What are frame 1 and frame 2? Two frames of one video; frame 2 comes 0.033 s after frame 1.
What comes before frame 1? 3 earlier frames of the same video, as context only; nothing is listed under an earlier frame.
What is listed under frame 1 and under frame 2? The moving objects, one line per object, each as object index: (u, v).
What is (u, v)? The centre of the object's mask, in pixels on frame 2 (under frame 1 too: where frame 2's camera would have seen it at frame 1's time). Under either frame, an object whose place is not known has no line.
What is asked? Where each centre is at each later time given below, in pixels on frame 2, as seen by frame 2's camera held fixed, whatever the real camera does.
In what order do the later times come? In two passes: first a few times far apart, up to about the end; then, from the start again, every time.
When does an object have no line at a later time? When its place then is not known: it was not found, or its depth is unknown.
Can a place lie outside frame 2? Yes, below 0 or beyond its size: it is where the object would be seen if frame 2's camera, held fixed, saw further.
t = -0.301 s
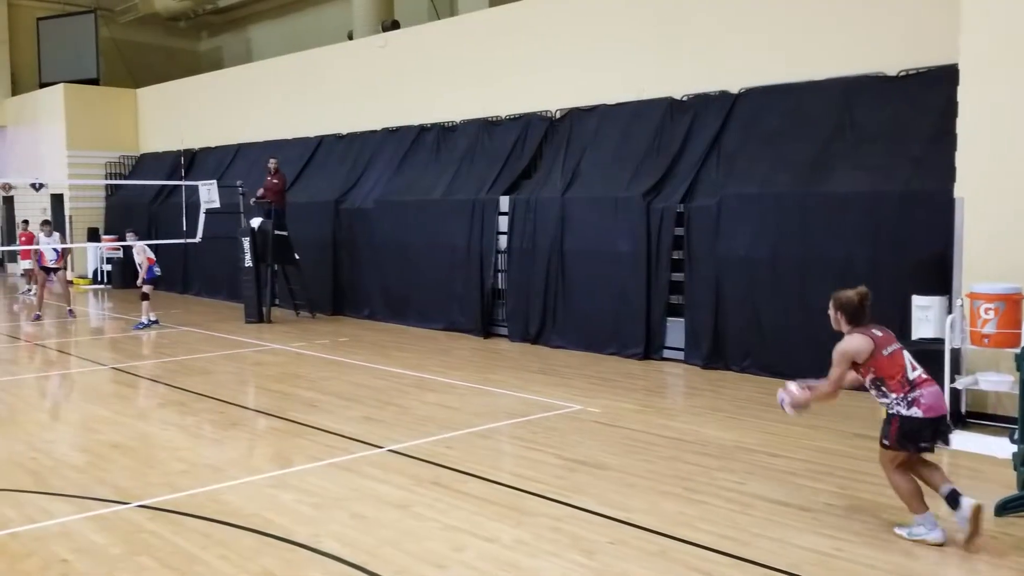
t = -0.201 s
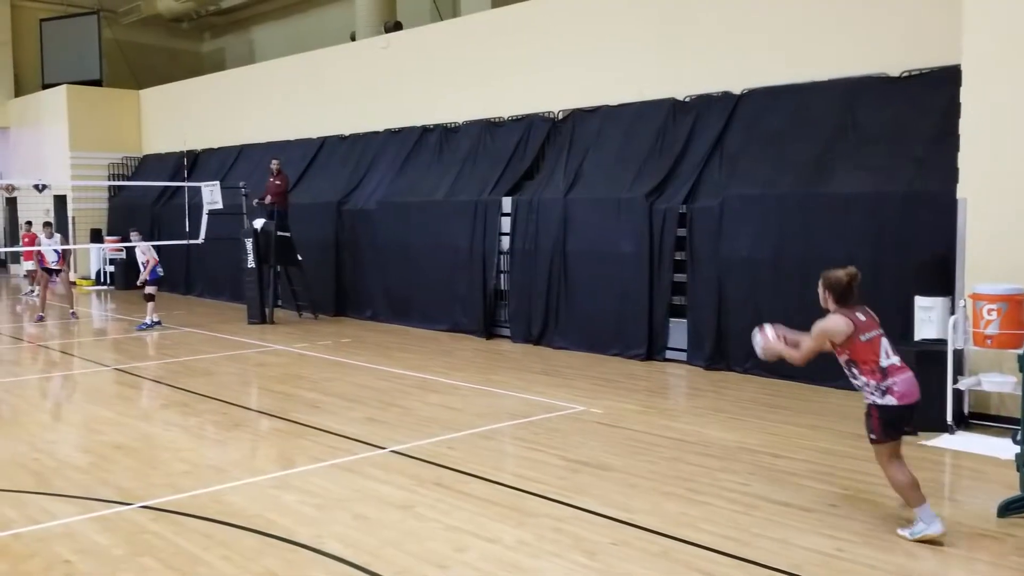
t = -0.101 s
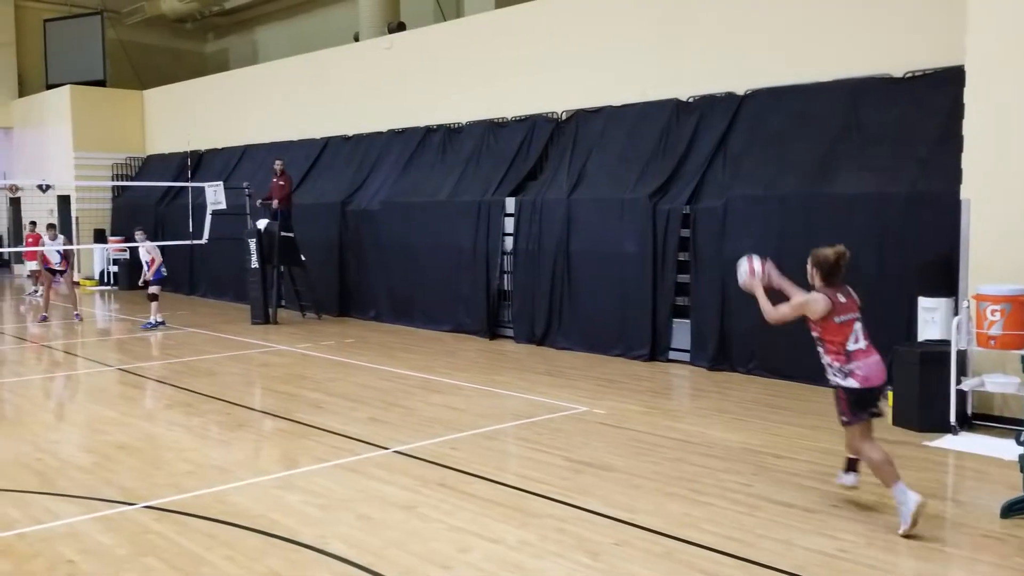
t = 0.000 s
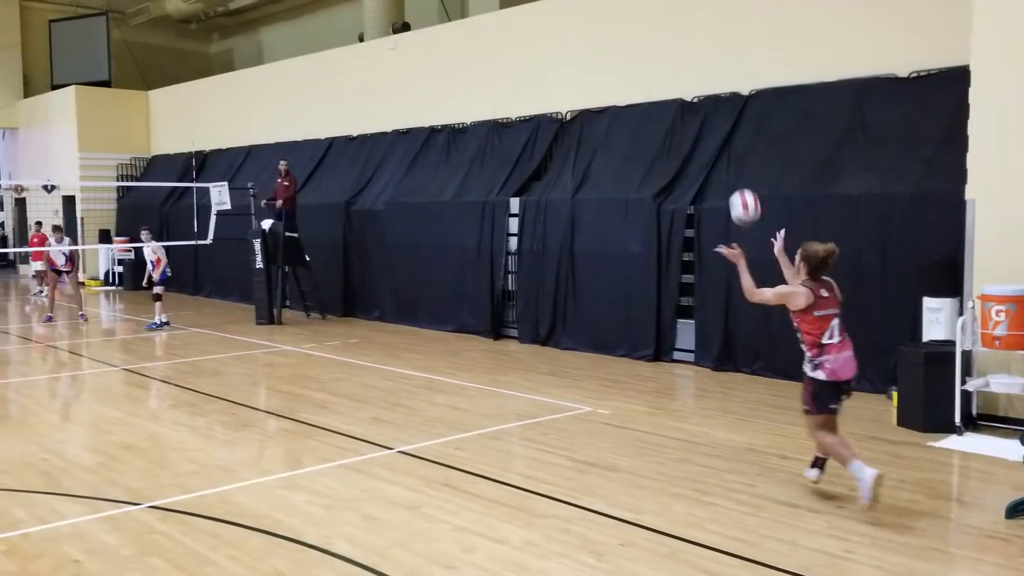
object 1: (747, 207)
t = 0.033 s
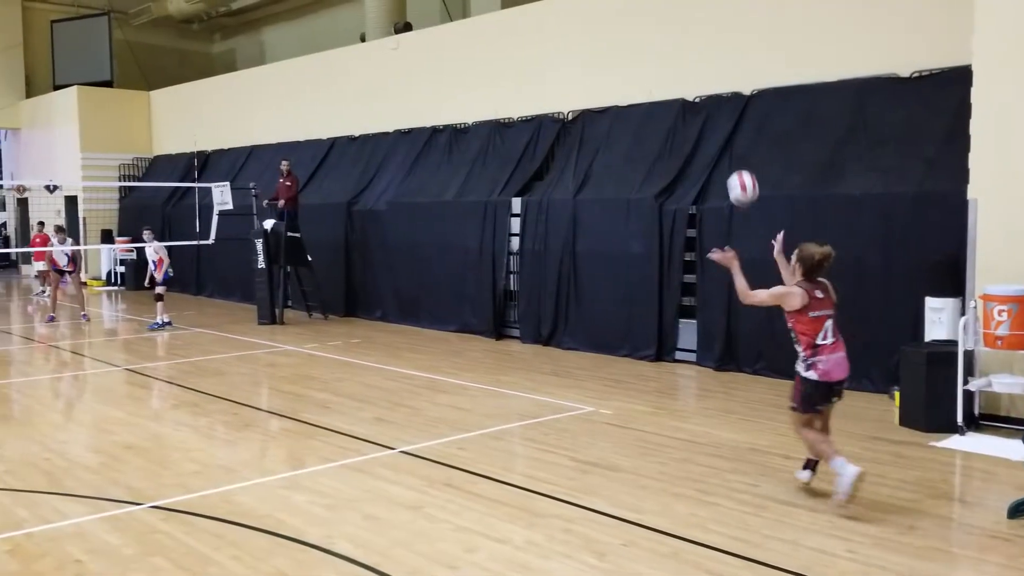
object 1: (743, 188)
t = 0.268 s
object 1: (717, 100)
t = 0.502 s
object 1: (690, 87)
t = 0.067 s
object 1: (739, 170)
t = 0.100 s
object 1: (735, 155)
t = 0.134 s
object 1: (731, 140)
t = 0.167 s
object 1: (728, 128)
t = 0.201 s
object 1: (724, 116)
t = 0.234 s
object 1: (720, 107)
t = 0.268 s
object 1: (717, 100)
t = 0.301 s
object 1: (713, 93)
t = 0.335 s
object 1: (709, 88)
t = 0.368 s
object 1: (705, 85)
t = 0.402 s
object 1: (701, 84)
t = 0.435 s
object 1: (696, 84)
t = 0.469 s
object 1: (694, 85)
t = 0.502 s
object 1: (690, 87)
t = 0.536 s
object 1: (686, 91)
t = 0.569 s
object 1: (682, 97)
